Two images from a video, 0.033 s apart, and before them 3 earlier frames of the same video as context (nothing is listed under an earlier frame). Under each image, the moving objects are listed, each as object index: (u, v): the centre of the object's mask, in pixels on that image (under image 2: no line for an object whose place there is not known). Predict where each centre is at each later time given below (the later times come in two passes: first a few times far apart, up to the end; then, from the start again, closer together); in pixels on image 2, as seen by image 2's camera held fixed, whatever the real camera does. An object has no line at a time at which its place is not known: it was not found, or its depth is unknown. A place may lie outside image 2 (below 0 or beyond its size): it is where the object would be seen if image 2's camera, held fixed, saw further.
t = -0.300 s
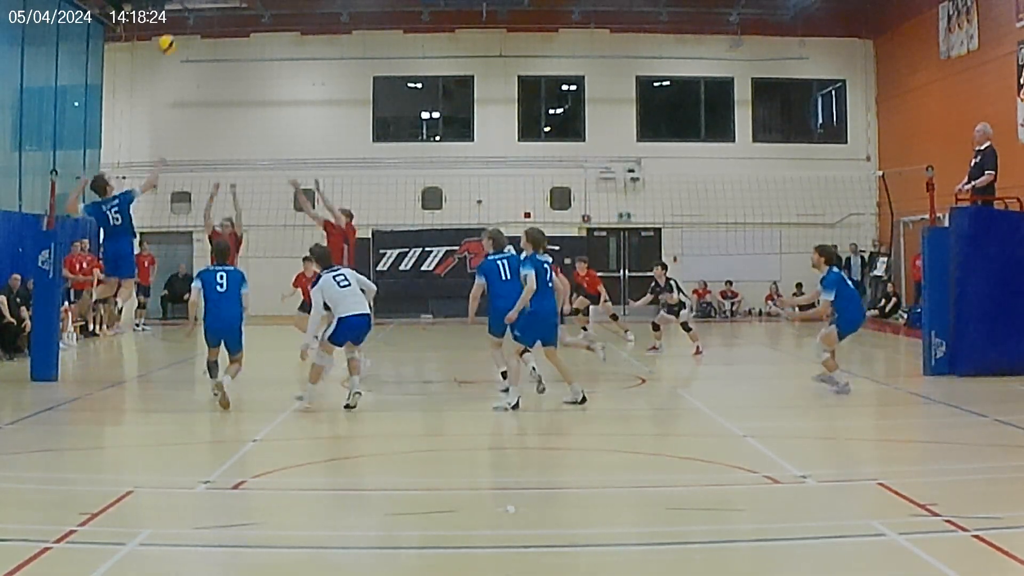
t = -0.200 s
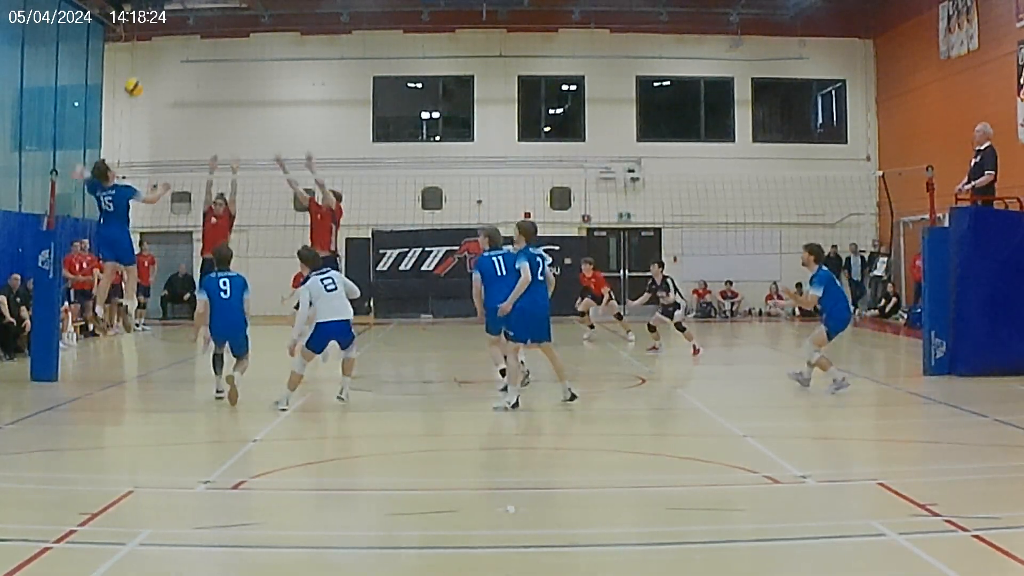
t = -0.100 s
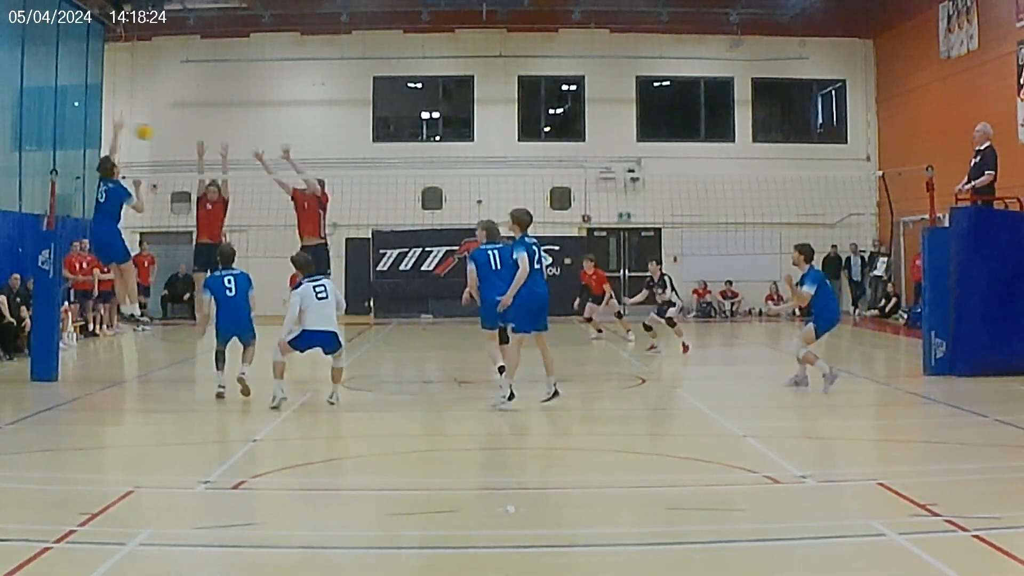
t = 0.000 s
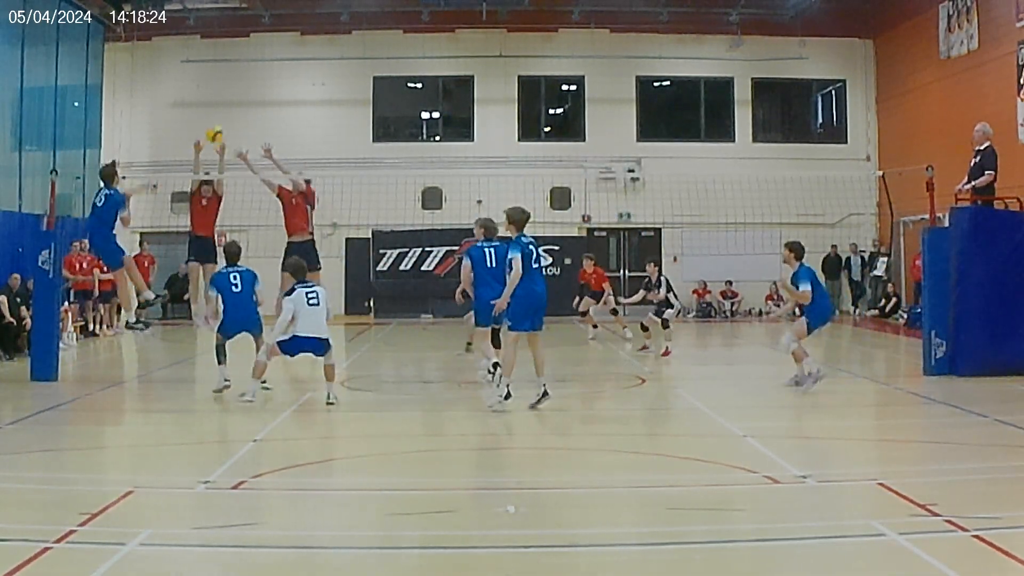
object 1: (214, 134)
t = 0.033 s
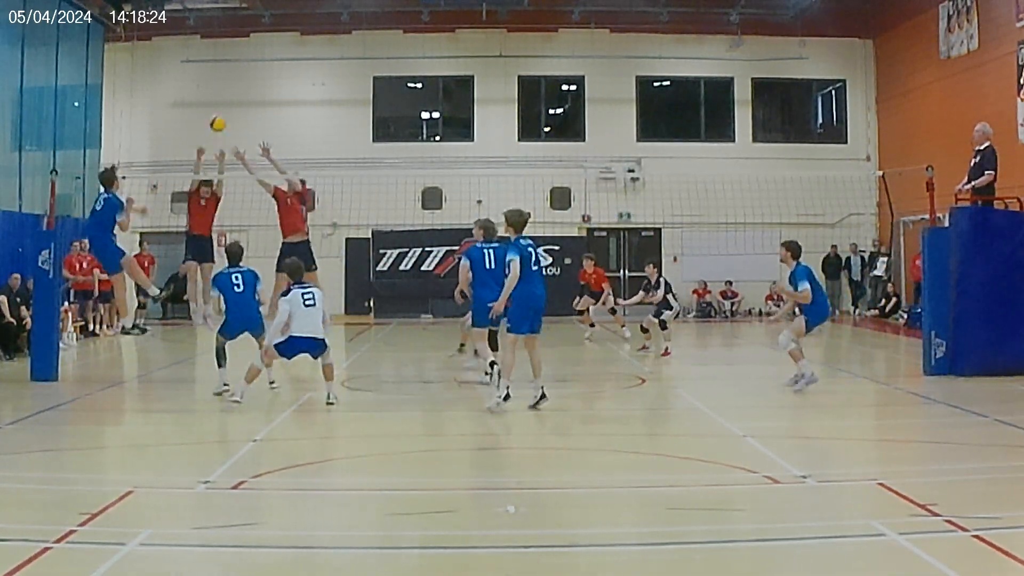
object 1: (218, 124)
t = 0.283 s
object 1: (242, 70)
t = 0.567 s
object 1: (274, 72)
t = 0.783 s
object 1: (300, 123)
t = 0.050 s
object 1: (219, 118)
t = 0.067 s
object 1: (221, 113)
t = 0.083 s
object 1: (222, 108)
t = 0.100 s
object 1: (224, 104)
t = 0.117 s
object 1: (226, 100)
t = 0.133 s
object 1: (228, 97)
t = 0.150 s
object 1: (228, 93)
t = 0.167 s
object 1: (230, 89)
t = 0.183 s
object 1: (232, 85)
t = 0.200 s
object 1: (235, 81)
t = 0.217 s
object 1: (236, 79)
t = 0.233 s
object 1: (237, 76)
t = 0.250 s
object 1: (240, 74)
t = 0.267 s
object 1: (241, 71)
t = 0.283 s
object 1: (242, 70)
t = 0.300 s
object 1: (244, 68)
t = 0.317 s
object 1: (246, 65)
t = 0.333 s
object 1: (248, 63)
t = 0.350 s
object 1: (250, 63)
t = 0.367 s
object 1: (252, 63)
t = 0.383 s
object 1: (253, 62)
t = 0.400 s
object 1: (255, 62)
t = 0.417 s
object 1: (257, 62)
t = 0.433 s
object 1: (259, 62)
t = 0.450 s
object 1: (261, 61)
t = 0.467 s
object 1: (263, 62)
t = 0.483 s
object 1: (265, 63)
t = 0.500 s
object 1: (266, 64)
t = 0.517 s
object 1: (269, 66)
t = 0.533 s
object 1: (271, 67)
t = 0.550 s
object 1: (272, 69)
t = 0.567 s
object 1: (274, 72)
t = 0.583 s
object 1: (275, 72)
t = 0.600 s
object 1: (278, 76)
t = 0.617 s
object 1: (280, 79)
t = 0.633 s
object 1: (282, 83)
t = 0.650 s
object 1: (284, 86)
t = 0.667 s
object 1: (286, 90)
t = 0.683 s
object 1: (288, 94)
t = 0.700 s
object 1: (290, 98)
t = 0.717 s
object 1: (292, 102)
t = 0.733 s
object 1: (294, 107)
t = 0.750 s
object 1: (296, 112)
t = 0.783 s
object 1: (300, 123)
